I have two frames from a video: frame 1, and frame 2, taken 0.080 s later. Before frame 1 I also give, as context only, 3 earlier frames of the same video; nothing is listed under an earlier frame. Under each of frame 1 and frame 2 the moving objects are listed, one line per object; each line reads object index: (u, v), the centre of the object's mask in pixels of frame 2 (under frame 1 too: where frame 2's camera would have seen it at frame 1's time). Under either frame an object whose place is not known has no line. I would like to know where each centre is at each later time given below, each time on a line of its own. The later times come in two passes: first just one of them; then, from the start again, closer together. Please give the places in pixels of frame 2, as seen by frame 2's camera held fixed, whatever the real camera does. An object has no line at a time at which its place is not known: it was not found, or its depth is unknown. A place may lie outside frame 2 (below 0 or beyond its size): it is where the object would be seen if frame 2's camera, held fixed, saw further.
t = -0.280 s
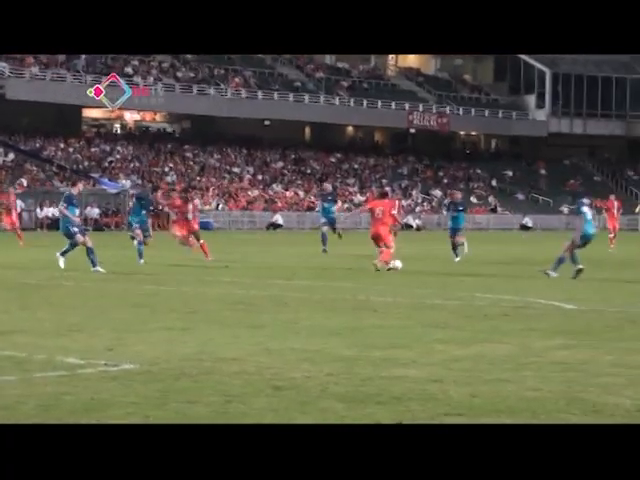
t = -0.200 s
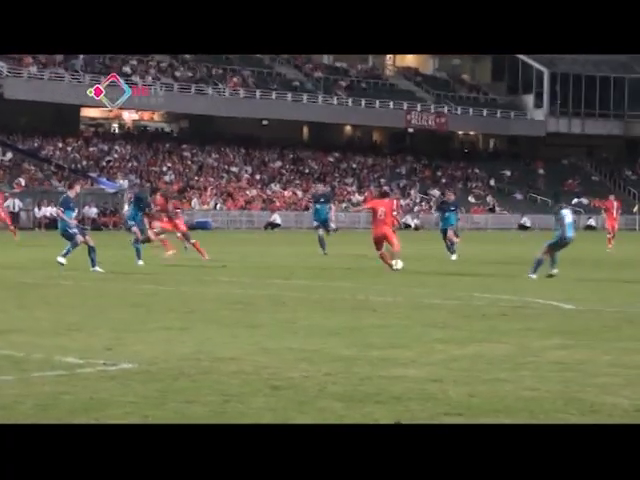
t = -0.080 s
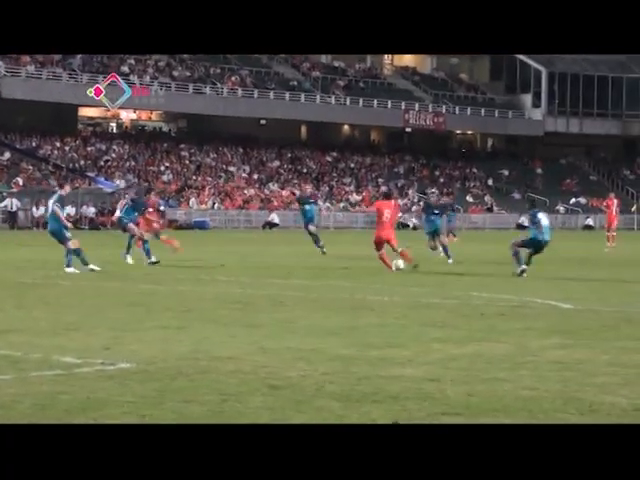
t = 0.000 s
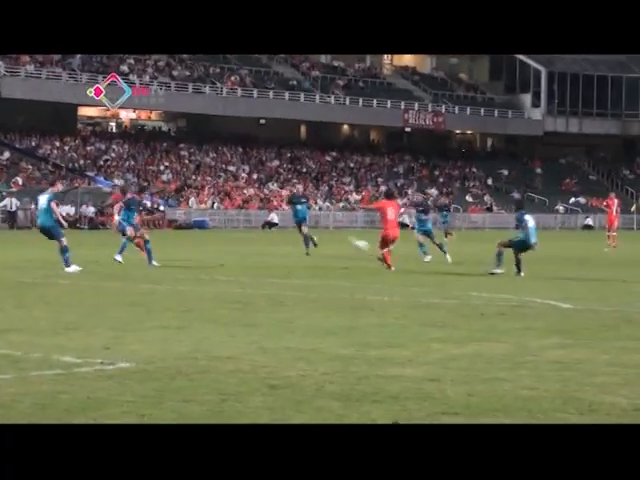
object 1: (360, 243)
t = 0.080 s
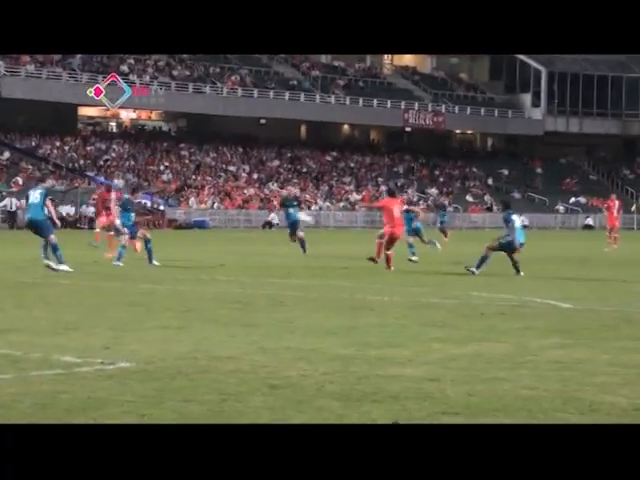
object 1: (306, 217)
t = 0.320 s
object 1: (150, 160)
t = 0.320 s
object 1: (150, 160)
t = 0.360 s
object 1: (123, 153)
